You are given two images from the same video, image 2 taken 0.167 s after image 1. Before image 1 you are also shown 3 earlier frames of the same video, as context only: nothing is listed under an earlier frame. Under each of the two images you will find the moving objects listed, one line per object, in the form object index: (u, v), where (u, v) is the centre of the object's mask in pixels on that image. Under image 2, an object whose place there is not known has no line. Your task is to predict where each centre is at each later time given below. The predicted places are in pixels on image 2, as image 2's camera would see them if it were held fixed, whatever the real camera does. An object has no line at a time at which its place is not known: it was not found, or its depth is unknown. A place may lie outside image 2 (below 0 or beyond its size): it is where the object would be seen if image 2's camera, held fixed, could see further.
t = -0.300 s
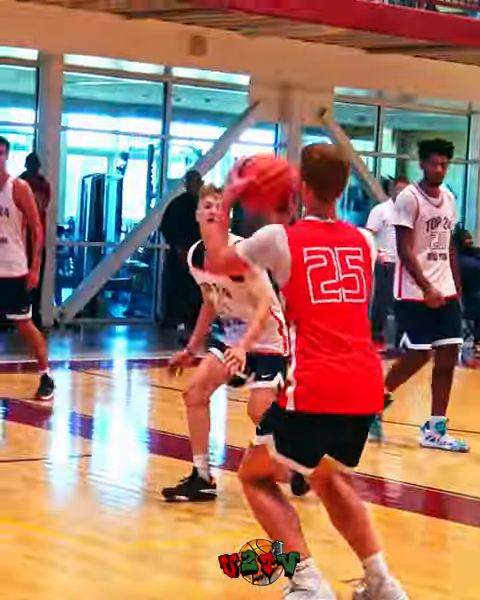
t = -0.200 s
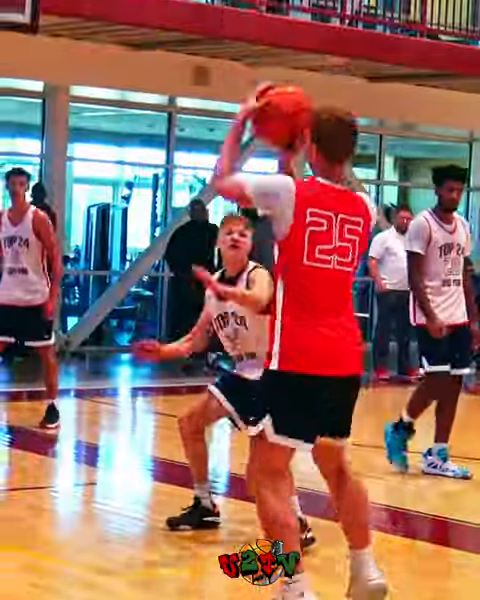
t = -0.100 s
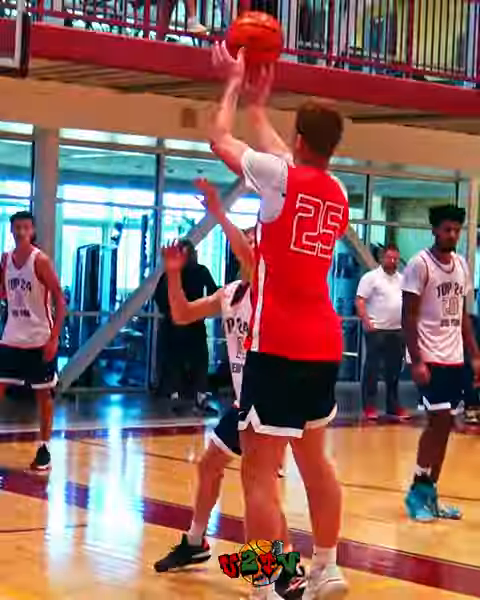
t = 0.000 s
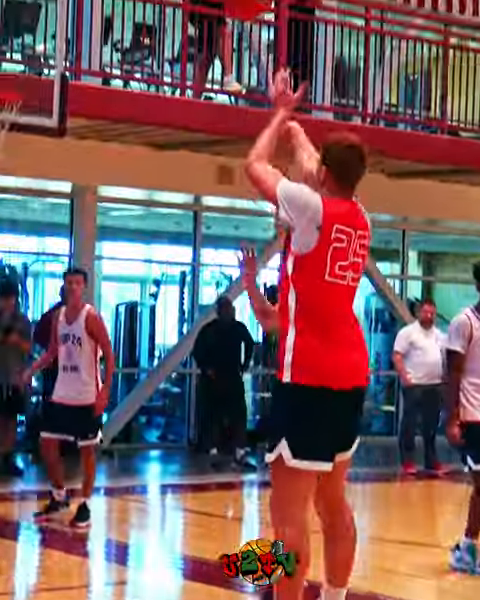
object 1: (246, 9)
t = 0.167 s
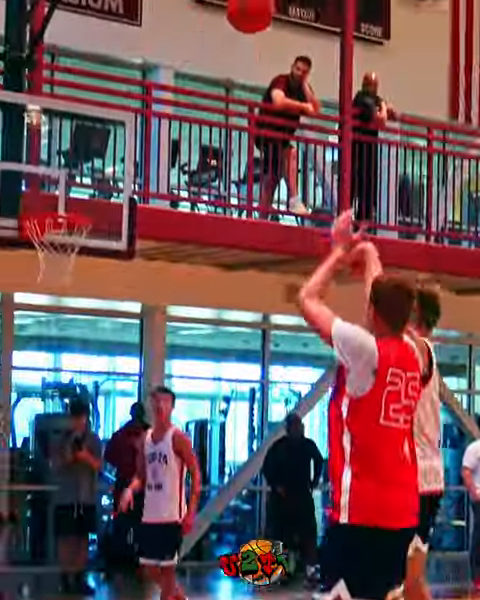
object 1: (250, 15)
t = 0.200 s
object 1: (239, -2)
